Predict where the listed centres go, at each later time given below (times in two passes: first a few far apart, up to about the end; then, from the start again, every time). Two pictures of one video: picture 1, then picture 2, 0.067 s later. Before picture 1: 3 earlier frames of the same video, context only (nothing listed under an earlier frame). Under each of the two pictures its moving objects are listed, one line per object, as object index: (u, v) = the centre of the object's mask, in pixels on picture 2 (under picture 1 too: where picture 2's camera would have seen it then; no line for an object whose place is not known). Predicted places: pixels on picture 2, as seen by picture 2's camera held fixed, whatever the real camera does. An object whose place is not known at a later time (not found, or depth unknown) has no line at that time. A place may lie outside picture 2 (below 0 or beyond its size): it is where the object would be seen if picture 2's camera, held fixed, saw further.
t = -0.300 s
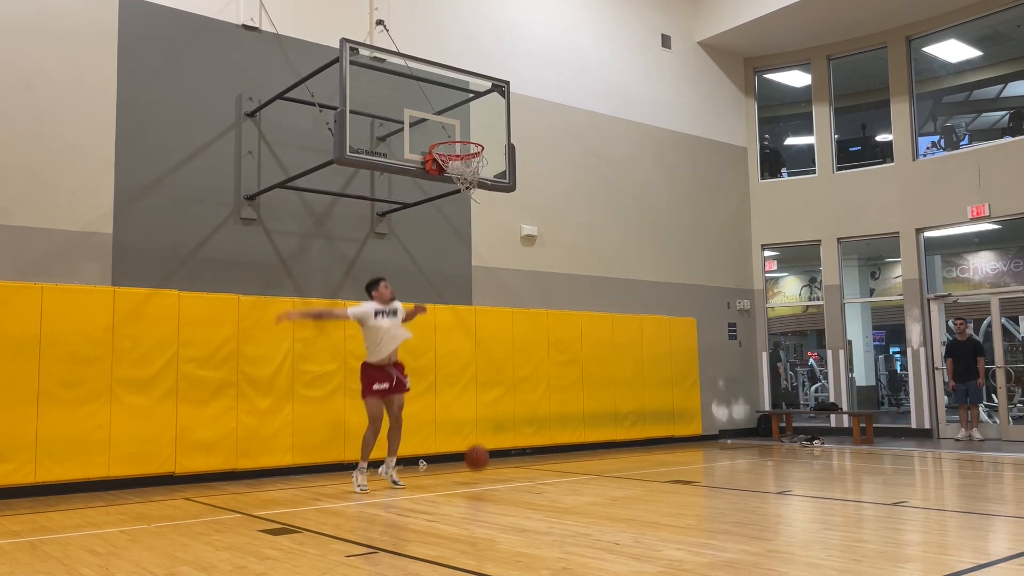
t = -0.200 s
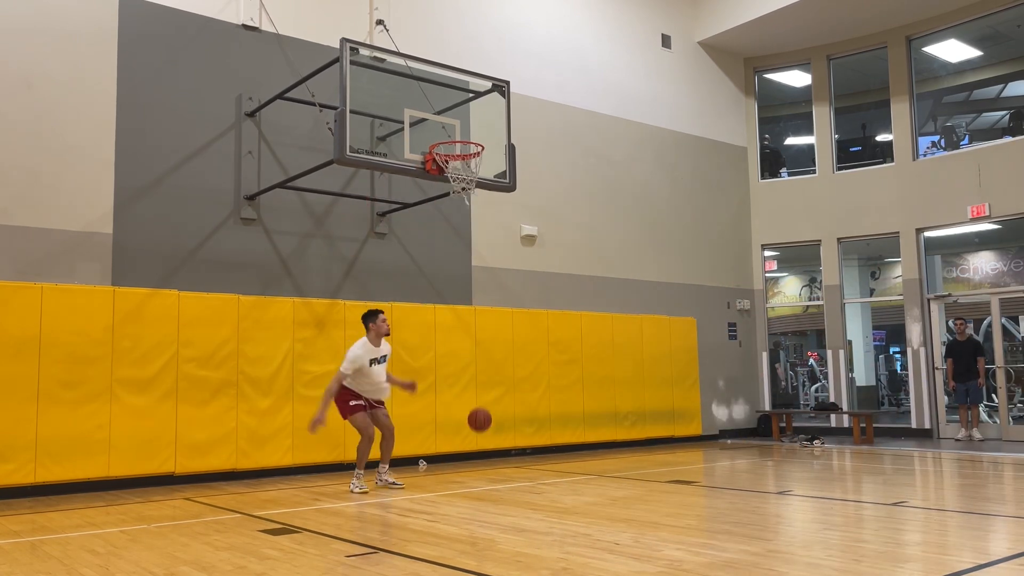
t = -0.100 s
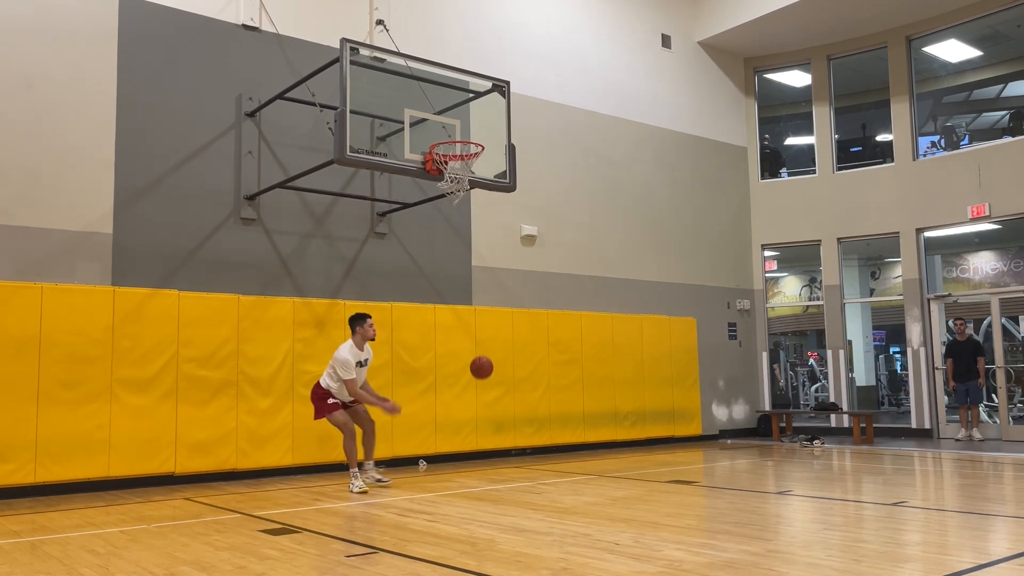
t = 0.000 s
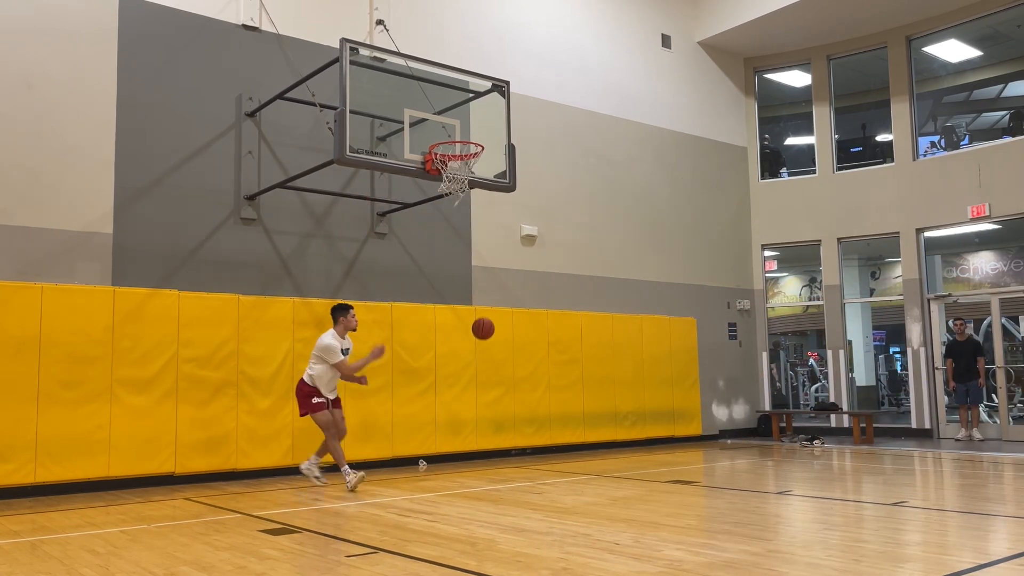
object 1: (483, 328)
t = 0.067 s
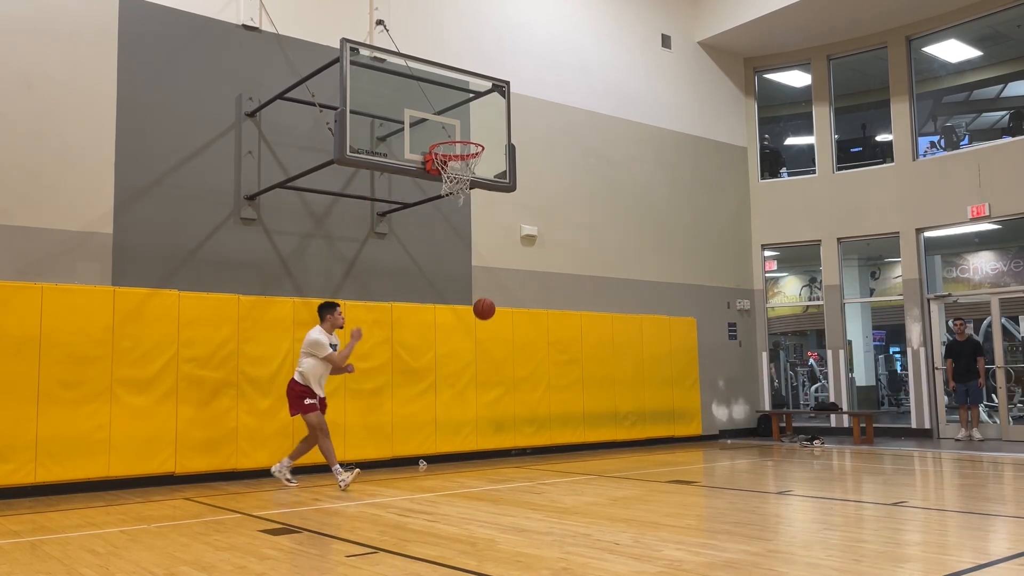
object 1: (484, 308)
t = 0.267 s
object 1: (487, 277)
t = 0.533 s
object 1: (492, 291)
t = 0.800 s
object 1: (497, 358)
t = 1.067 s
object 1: (501, 437)
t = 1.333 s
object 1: (524, 403)
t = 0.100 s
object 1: (484, 301)
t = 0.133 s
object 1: (485, 294)
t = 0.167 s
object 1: (485, 288)
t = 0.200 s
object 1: (486, 283)
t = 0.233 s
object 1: (487, 280)
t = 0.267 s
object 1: (487, 277)
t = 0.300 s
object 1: (488, 276)
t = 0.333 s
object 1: (488, 275)
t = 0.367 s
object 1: (489, 276)
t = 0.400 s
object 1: (489, 277)
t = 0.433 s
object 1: (490, 279)
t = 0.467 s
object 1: (490, 282)
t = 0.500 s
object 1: (491, 286)
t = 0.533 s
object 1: (492, 291)
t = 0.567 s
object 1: (492, 296)
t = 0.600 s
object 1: (493, 303)
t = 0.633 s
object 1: (493, 310)
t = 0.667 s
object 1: (494, 318)
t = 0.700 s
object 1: (495, 327)
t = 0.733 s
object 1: (495, 336)
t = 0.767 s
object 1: (496, 347)
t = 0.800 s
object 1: (497, 358)
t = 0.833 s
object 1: (497, 370)
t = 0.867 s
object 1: (498, 382)
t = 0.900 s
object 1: (498, 396)
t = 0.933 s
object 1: (499, 410)
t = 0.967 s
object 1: (499, 425)
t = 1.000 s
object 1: (500, 440)
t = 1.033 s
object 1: (501, 448)
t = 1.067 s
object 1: (501, 437)
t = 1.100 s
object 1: (505, 430)
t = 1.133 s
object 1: (507, 423)
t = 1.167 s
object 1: (510, 418)
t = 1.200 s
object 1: (513, 413)
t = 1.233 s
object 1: (516, 410)
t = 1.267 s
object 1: (519, 406)
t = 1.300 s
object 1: (522, 404)
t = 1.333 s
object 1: (524, 403)
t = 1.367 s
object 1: (527, 403)
